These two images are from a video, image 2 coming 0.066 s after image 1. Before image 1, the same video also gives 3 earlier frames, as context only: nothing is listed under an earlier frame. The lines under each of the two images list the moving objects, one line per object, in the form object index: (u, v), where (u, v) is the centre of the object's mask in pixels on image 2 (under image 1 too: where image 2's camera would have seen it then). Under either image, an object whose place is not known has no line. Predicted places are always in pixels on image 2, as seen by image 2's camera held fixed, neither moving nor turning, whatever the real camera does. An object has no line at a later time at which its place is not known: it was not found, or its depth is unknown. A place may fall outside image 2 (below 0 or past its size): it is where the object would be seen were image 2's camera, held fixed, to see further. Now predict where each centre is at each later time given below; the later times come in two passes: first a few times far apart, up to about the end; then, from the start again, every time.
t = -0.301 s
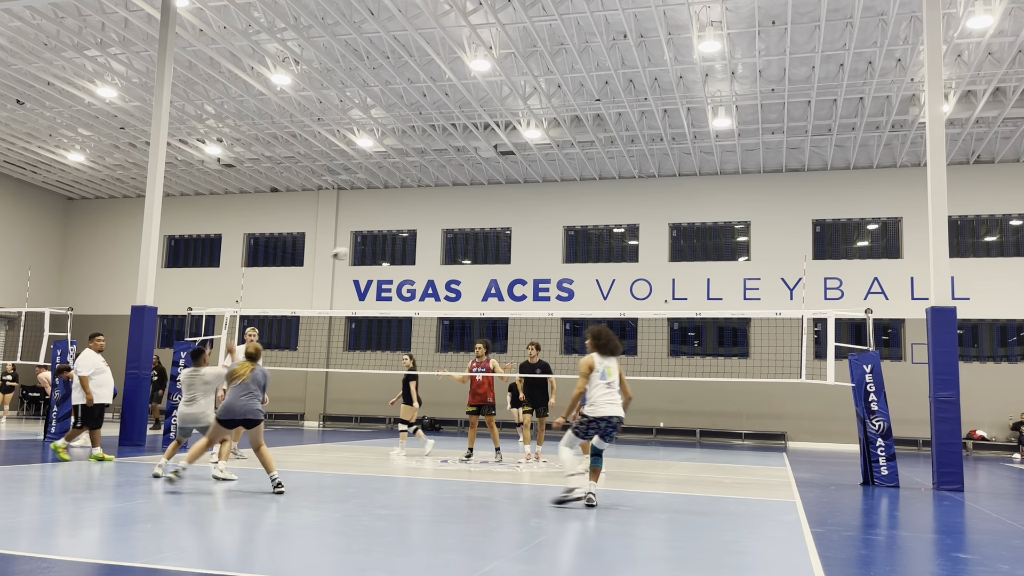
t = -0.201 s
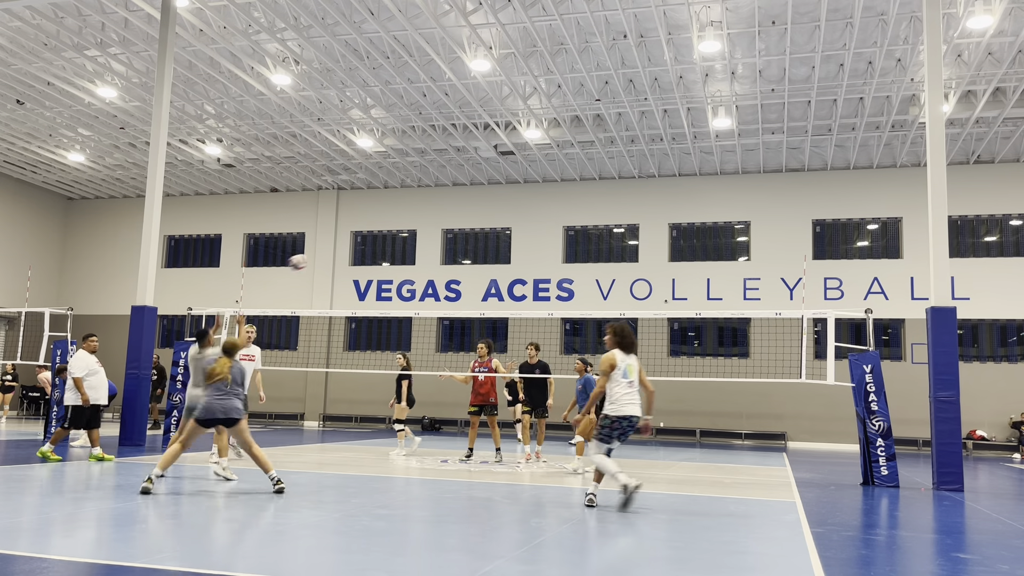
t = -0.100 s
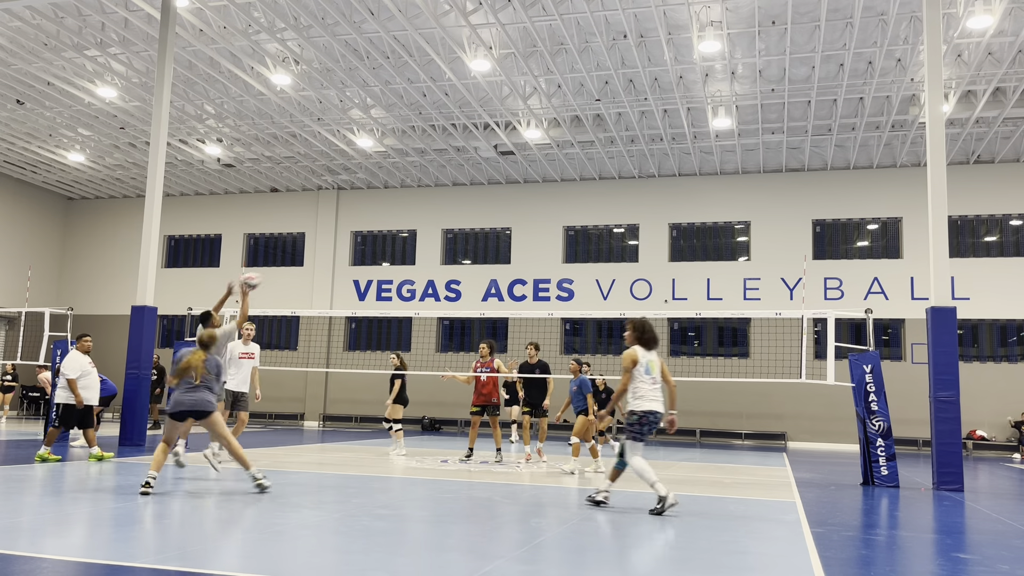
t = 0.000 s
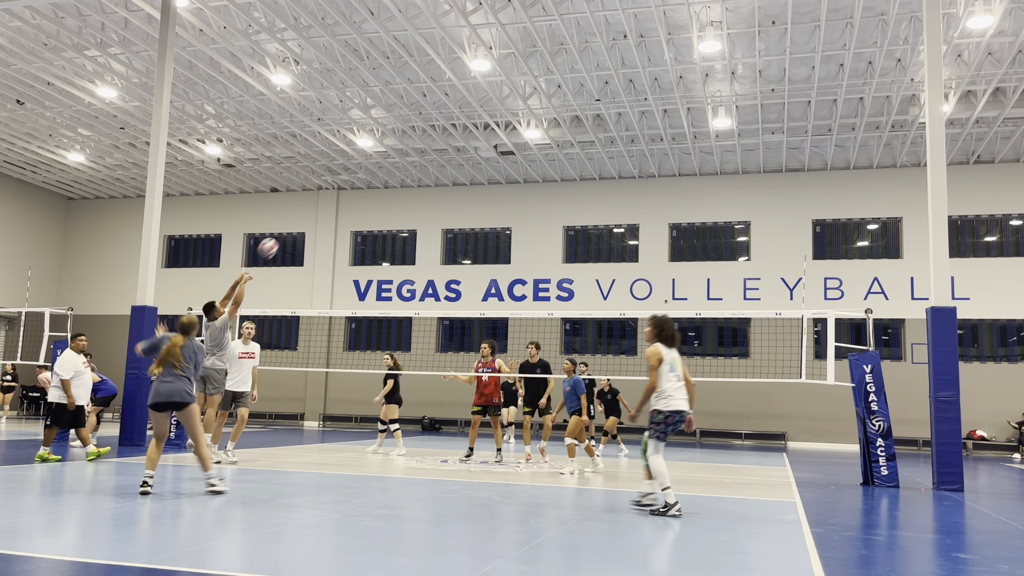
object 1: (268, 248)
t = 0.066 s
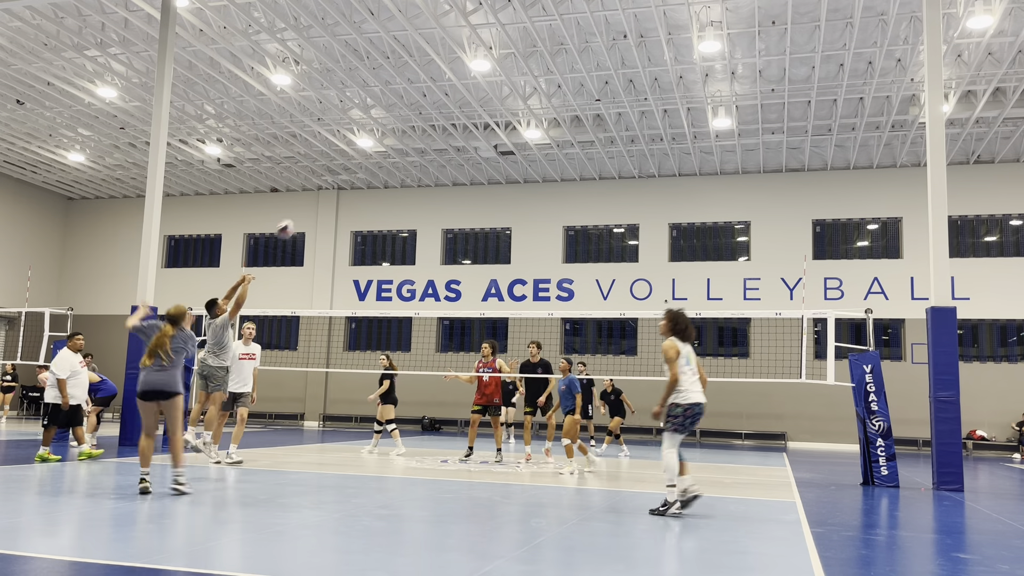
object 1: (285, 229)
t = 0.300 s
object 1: (339, 193)
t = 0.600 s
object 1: (399, 212)
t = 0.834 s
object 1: (440, 272)
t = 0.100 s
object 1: (294, 221)
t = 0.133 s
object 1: (301, 214)
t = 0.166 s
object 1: (309, 207)
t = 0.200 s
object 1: (316, 203)
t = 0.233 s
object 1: (324, 199)
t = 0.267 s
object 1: (332, 196)
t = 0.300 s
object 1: (339, 193)
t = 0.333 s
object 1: (346, 192)
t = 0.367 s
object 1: (353, 192)
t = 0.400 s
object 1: (360, 192)
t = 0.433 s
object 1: (367, 193)
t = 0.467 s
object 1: (374, 196)
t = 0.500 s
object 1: (380, 199)
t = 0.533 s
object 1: (386, 202)
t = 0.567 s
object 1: (392, 207)
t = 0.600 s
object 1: (399, 212)
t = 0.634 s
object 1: (405, 218)
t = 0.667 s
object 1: (411, 225)
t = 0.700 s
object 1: (417, 233)
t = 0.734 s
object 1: (423, 242)
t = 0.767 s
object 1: (429, 251)
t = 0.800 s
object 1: (435, 261)
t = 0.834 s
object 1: (440, 272)
